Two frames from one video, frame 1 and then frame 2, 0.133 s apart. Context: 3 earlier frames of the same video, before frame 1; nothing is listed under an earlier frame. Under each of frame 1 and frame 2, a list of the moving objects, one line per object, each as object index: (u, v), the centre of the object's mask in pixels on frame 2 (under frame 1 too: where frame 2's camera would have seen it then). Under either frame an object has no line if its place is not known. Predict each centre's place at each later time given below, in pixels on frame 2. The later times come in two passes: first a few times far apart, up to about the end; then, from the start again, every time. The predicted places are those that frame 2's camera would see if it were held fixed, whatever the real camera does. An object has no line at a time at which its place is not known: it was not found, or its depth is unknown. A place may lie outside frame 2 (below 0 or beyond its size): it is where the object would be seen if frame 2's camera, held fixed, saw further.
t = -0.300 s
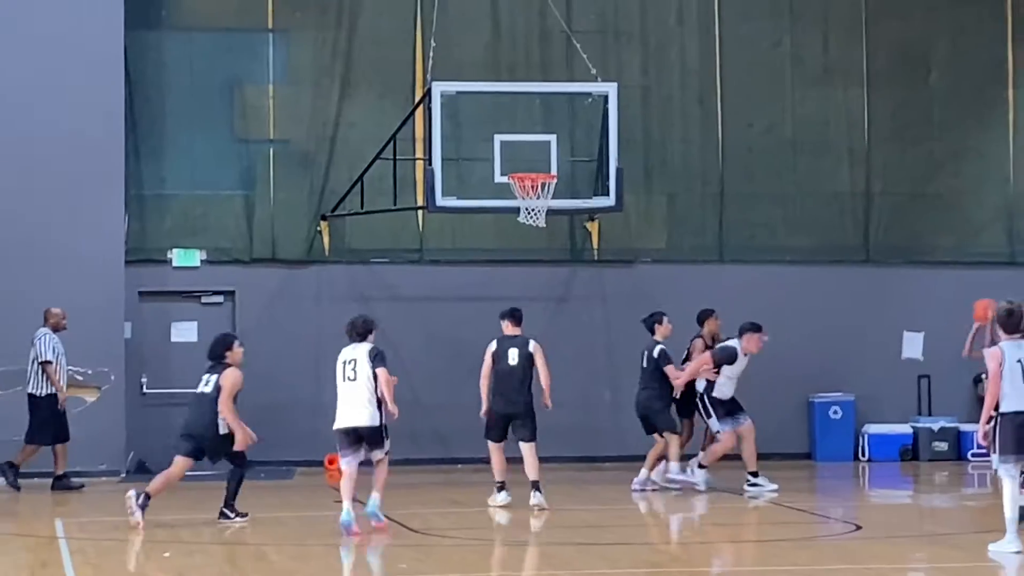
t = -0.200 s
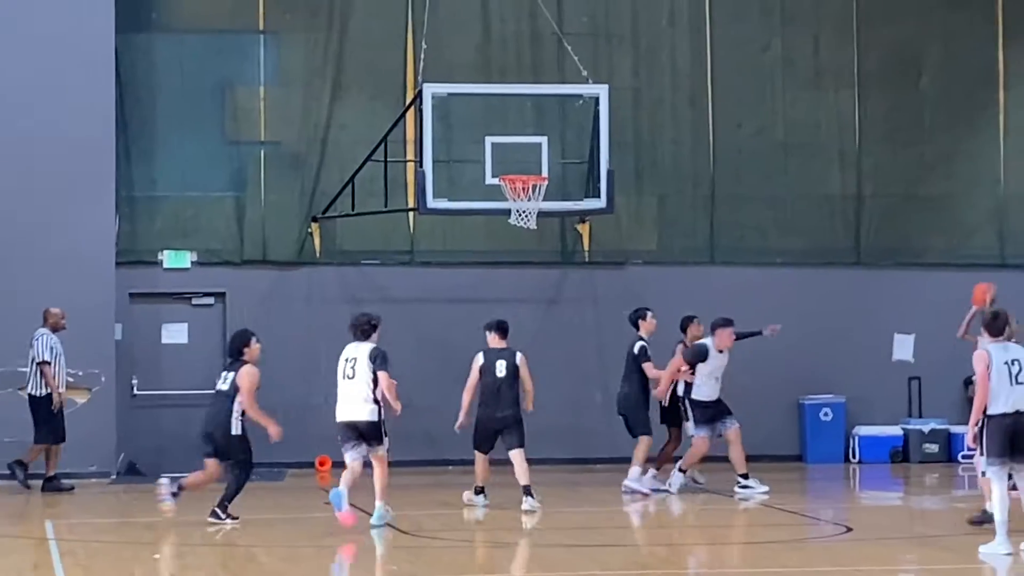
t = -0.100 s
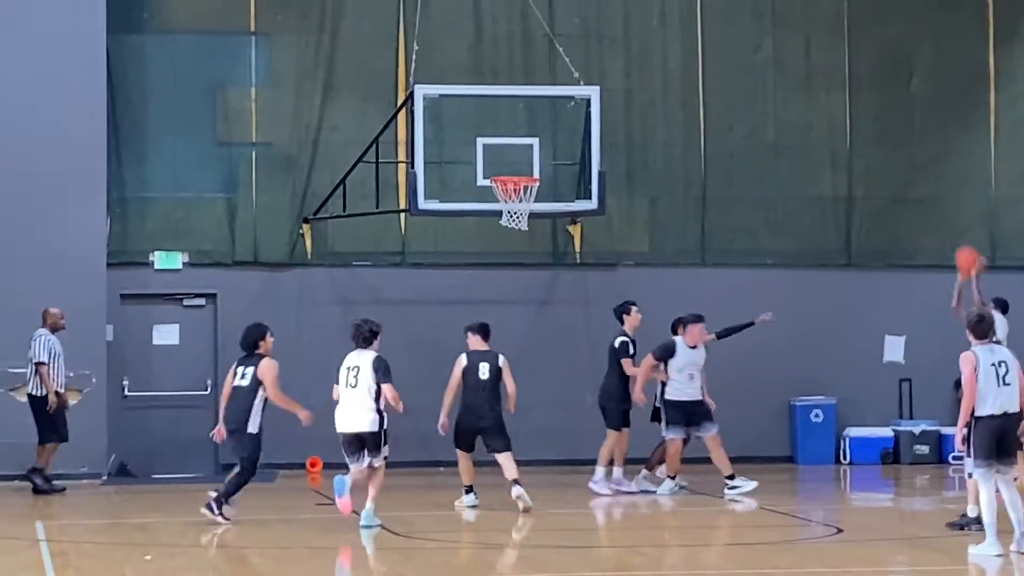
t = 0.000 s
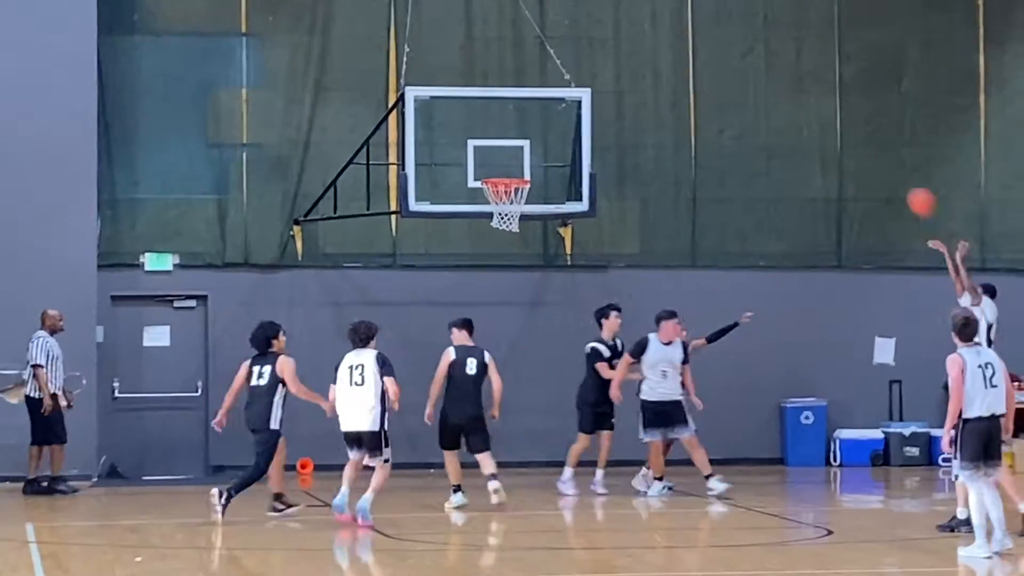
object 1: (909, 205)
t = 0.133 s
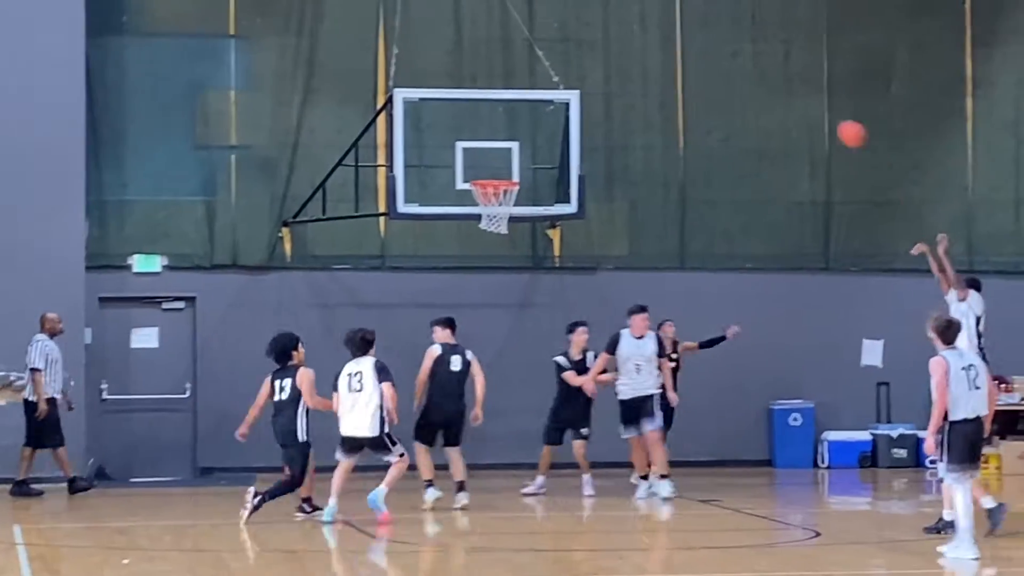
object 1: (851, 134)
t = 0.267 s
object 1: (795, 82)
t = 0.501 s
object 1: (698, 34)
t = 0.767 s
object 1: (590, 48)
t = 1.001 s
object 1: (497, 117)
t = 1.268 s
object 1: (392, 261)
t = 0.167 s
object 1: (837, 119)
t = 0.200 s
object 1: (823, 105)
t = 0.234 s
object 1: (810, 93)
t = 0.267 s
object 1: (795, 82)
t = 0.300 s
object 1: (781, 72)
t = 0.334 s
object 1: (767, 62)
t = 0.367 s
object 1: (752, 54)
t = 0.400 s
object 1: (738, 48)
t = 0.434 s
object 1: (724, 42)
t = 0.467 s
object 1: (711, 38)
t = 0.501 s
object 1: (698, 34)
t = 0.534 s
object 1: (685, 32)
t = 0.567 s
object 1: (670, 32)
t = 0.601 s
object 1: (657, 31)
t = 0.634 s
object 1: (643, 32)
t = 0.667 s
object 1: (630, 34)
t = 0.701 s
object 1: (616, 38)
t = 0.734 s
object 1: (603, 42)
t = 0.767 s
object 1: (590, 48)
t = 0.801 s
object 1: (577, 55)
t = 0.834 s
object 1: (564, 62)
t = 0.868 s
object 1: (550, 72)
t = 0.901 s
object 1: (536, 80)
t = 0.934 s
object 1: (524, 92)
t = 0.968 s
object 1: (510, 106)
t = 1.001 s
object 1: (497, 117)
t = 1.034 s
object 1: (483, 130)
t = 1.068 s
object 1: (471, 146)
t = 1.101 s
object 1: (457, 163)
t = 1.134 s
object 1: (444, 181)
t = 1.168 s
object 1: (432, 198)
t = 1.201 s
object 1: (417, 221)
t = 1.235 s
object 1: (405, 239)
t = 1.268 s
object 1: (392, 261)
